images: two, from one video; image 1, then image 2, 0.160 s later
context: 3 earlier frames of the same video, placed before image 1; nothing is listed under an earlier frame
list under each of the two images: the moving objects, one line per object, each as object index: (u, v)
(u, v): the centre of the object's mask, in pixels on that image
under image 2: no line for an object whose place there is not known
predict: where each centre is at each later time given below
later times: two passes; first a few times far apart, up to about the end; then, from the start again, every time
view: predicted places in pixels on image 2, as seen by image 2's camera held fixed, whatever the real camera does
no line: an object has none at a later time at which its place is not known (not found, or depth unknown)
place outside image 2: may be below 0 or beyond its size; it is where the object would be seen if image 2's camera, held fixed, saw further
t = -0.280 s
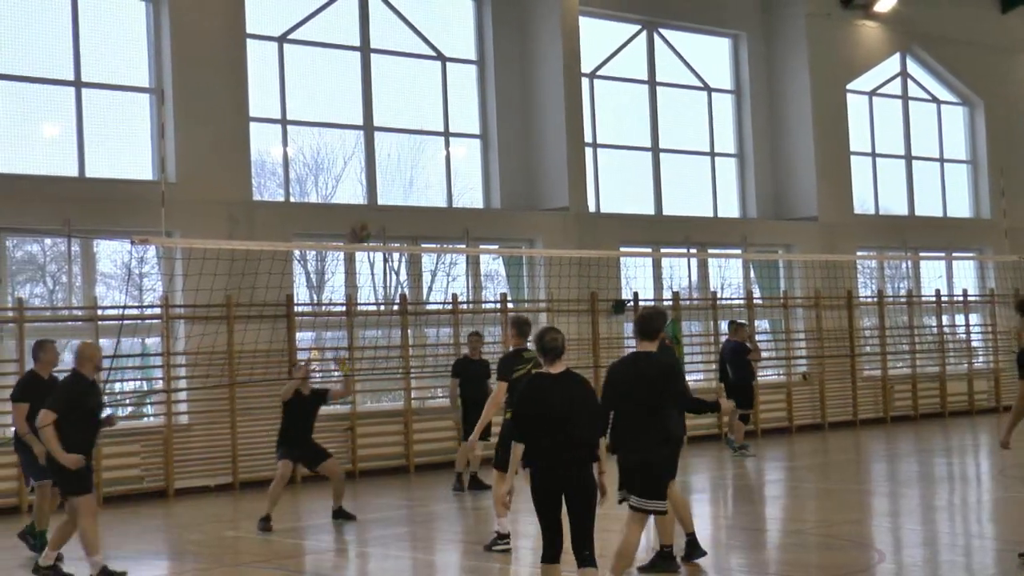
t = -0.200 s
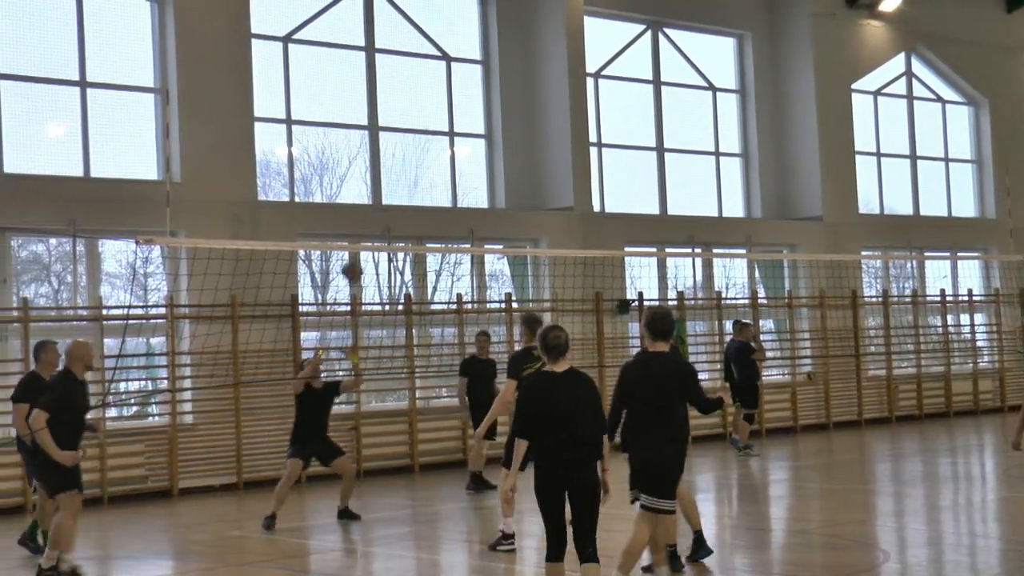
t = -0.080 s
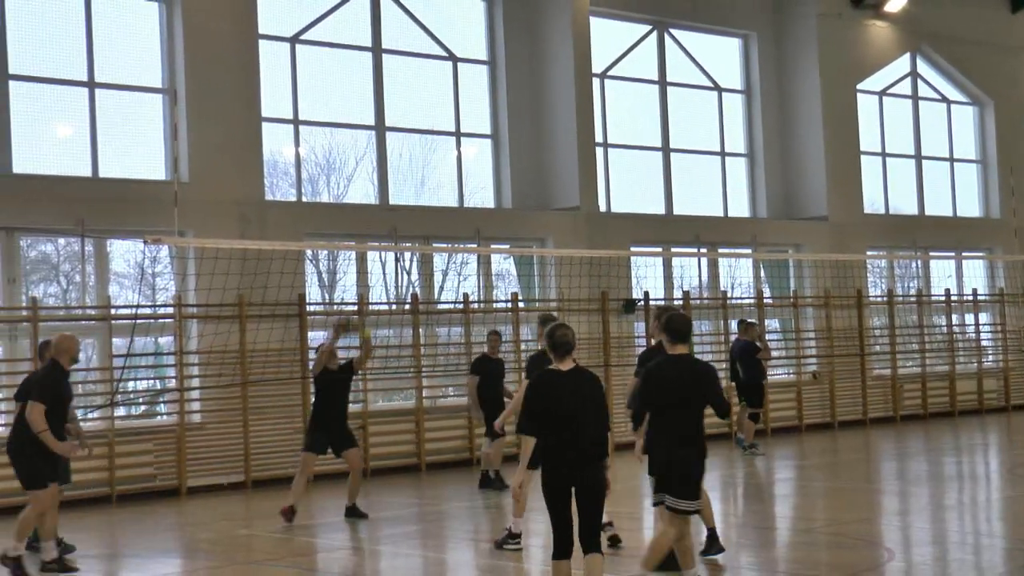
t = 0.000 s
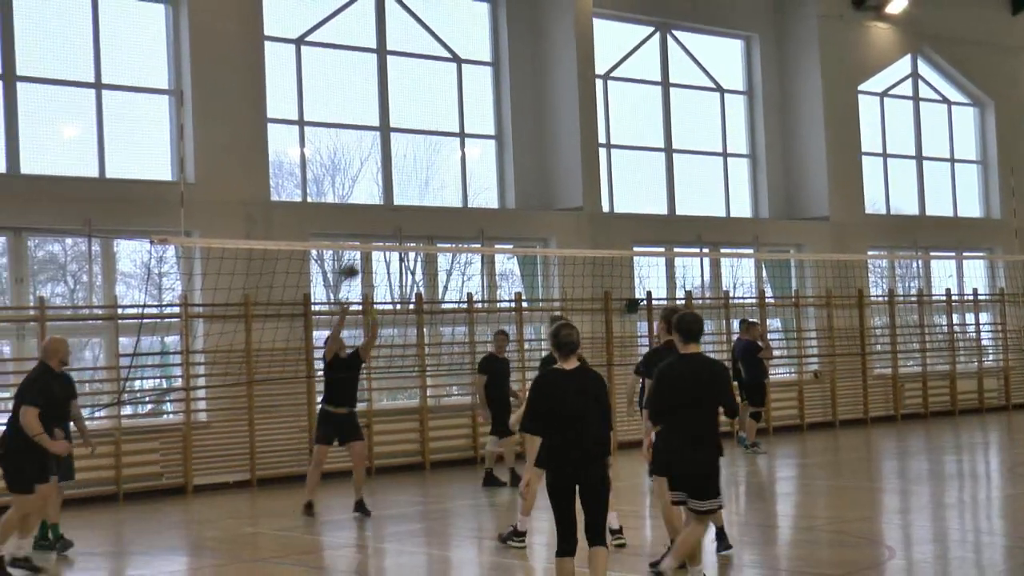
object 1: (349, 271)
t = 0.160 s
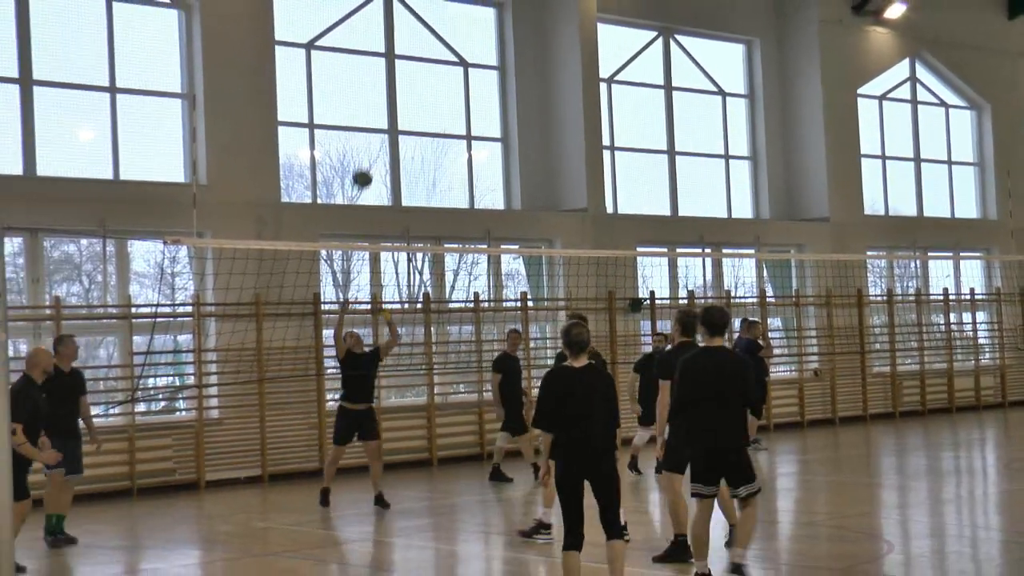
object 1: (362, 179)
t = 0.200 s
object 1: (363, 159)
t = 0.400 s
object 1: (370, 87)
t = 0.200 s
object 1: (363, 159)
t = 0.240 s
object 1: (364, 142)
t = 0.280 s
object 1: (366, 126)
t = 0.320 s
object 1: (367, 112)
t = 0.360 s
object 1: (368, 99)
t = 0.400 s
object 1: (370, 87)
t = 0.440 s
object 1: (371, 77)
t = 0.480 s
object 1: (373, 69)
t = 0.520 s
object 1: (374, 63)
